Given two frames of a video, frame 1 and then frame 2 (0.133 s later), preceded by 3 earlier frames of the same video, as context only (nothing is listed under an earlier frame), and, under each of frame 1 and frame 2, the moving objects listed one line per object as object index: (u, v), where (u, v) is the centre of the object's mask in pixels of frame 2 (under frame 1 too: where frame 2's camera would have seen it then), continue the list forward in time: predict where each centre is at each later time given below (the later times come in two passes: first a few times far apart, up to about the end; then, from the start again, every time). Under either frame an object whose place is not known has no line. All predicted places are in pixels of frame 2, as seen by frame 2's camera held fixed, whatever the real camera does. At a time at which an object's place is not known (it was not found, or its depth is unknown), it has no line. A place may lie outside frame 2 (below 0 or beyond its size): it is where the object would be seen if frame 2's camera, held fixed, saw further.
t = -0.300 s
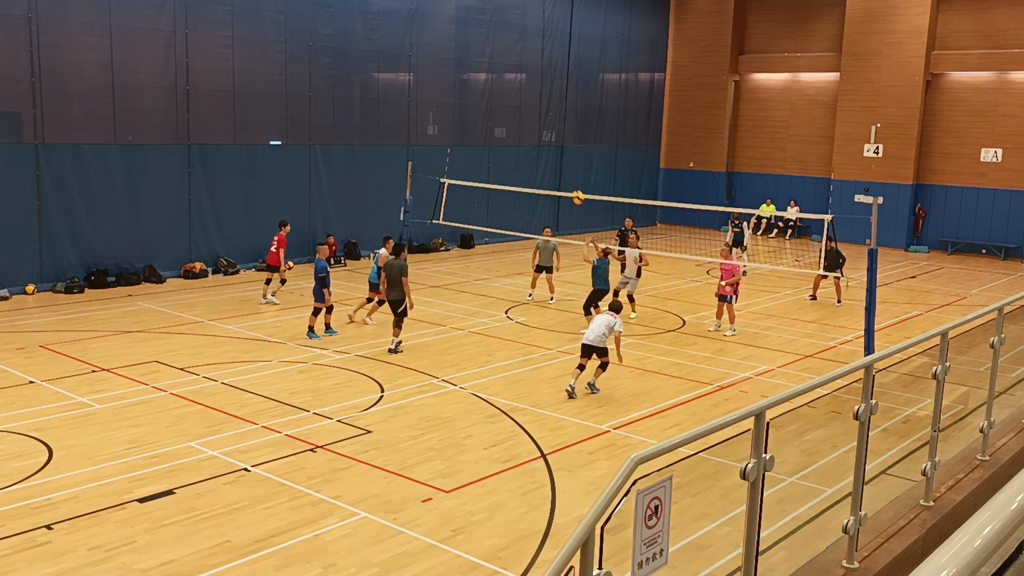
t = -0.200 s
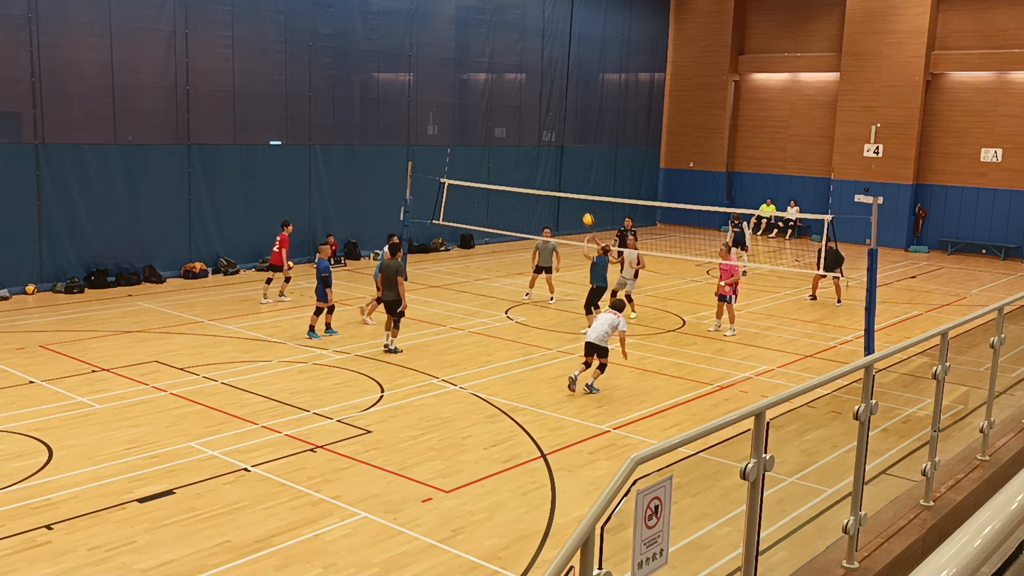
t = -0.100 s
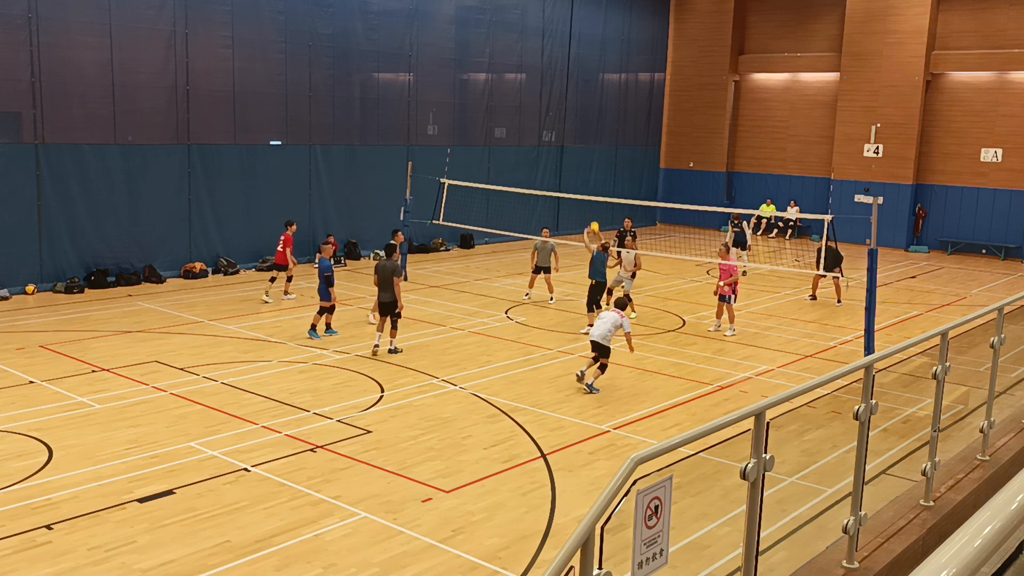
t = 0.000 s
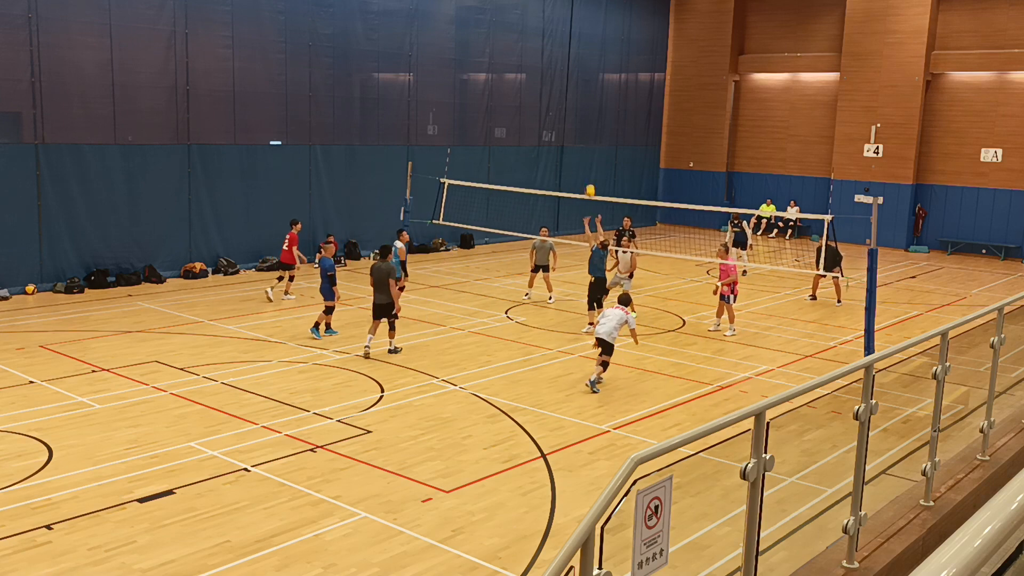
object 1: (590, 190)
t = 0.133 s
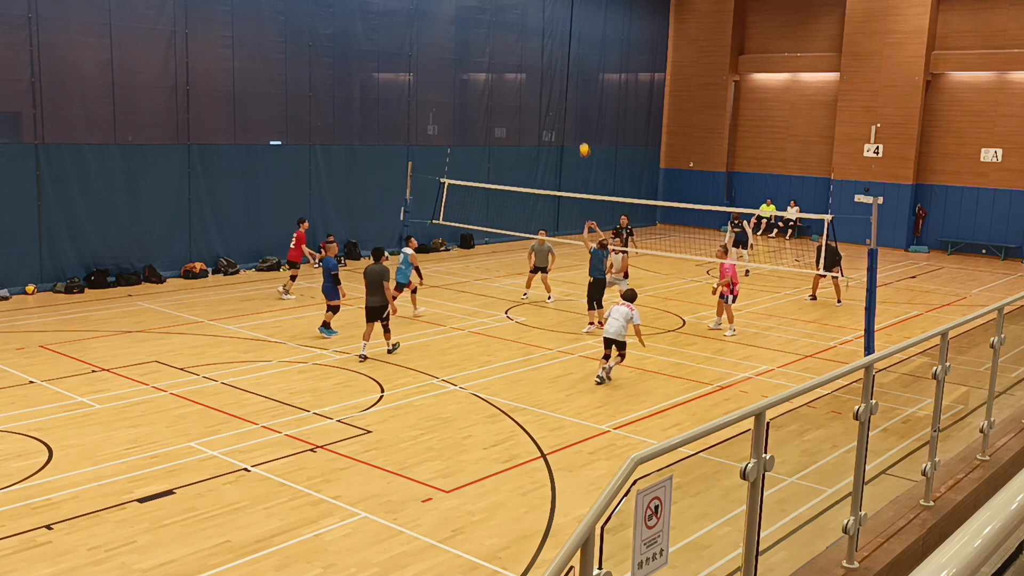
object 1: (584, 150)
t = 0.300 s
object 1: (577, 111)
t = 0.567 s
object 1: (564, 81)
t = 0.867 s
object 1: (548, 91)
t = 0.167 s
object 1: (583, 141)
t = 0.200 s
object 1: (582, 132)
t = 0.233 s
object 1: (580, 125)
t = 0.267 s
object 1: (578, 118)
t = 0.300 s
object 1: (577, 111)
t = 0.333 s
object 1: (575, 105)
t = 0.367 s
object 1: (573, 100)
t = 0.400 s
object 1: (572, 96)
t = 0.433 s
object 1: (570, 91)
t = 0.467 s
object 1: (568, 88)
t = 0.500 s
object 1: (567, 85)
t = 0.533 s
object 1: (565, 83)
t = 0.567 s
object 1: (564, 81)
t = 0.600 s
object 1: (562, 80)
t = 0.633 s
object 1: (560, 79)
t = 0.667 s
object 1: (559, 79)
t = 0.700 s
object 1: (557, 80)
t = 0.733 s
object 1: (555, 81)
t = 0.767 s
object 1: (554, 83)
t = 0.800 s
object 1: (552, 85)
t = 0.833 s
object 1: (550, 88)
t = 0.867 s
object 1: (548, 91)
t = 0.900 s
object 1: (546, 95)
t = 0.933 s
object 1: (545, 100)
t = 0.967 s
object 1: (543, 105)
